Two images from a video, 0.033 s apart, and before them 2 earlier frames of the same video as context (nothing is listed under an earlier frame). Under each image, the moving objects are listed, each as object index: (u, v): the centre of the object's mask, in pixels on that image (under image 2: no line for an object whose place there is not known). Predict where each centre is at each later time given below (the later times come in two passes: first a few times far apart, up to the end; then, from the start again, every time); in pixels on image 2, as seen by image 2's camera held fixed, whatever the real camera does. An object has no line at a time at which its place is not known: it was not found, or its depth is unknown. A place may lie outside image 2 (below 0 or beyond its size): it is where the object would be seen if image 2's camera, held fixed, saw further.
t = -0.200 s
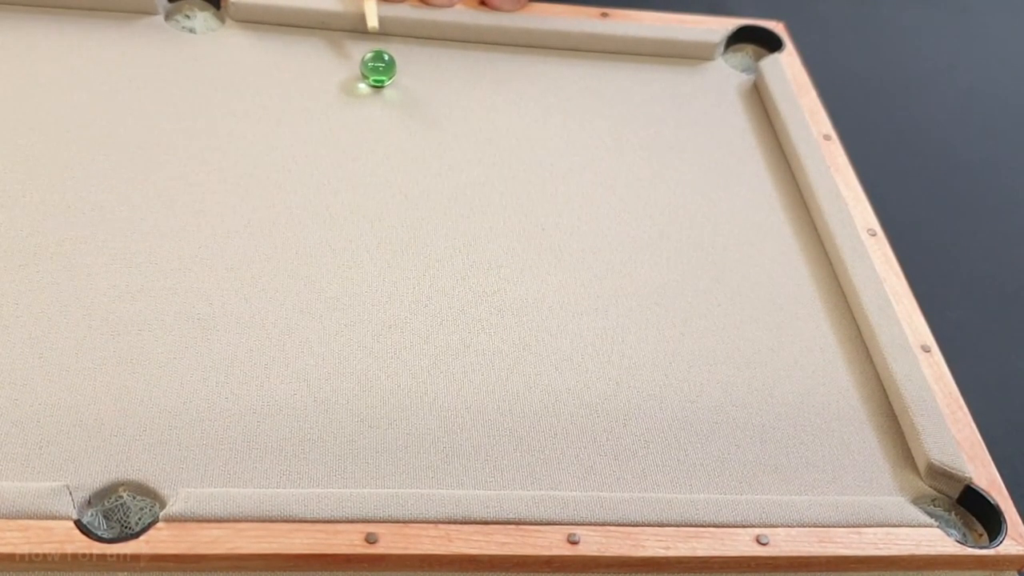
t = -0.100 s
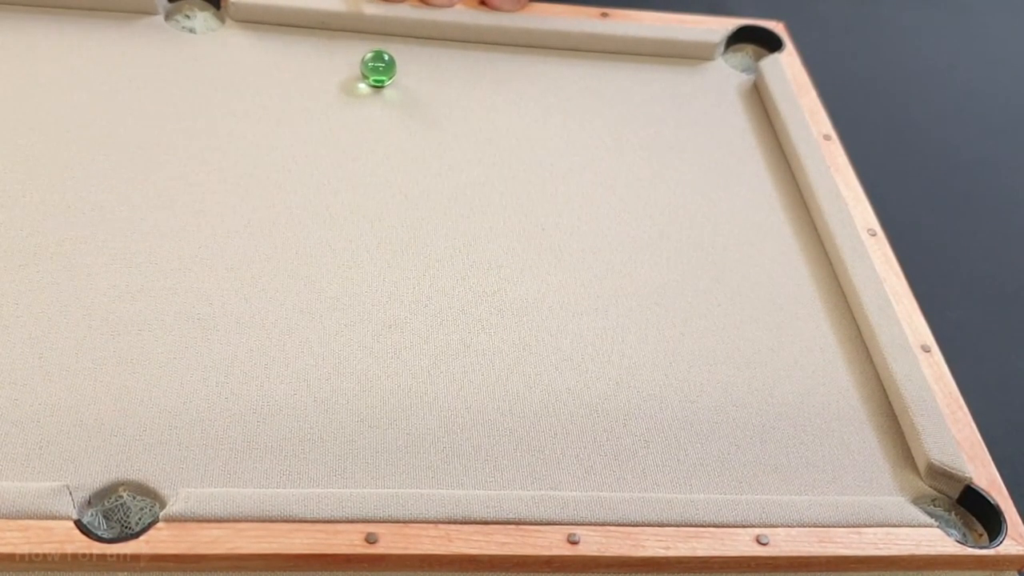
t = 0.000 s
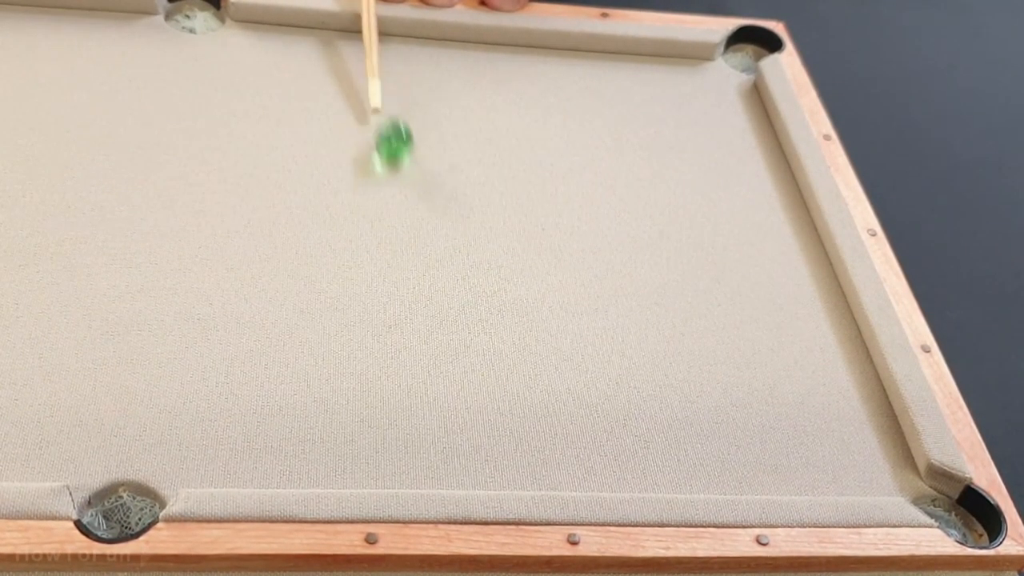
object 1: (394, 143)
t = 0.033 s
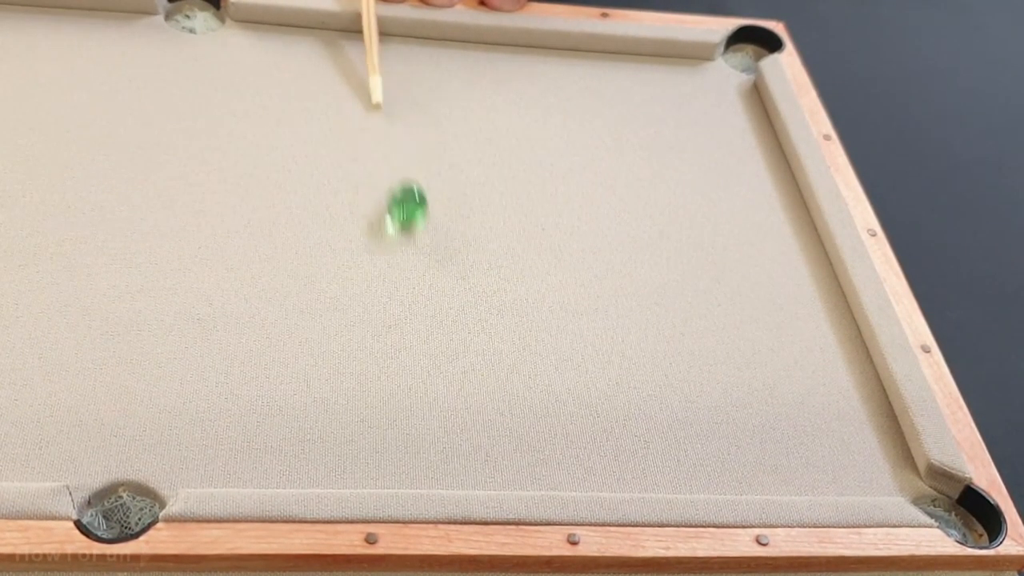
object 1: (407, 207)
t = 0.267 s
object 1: (486, 368)
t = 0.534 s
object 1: (527, 193)
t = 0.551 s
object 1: (529, 185)
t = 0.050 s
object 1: (414, 237)
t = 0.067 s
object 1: (421, 269)
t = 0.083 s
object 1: (428, 301)
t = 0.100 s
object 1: (435, 335)
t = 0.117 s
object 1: (444, 372)
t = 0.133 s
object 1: (452, 411)
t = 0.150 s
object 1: (462, 452)
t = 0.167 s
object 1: (469, 466)
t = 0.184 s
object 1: (472, 444)
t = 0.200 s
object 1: (474, 426)
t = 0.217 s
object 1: (477, 409)
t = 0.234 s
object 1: (480, 396)
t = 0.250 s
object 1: (483, 382)
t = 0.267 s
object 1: (486, 368)
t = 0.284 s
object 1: (489, 355)
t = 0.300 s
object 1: (492, 342)
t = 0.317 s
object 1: (495, 329)
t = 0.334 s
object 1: (498, 318)
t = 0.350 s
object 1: (501, 306)
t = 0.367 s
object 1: (504, 295)
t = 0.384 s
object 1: (506, 283)
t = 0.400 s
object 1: (509, 272)
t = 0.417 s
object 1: (512, 261)
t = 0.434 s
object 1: (514, 251)
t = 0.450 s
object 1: (516, 241)
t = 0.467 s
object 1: (519, 231)
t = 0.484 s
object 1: (521, 221)
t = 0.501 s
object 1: (523, 212)
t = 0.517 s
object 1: (525, 203)
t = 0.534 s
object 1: (527, 193)
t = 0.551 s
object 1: (529, 185)
